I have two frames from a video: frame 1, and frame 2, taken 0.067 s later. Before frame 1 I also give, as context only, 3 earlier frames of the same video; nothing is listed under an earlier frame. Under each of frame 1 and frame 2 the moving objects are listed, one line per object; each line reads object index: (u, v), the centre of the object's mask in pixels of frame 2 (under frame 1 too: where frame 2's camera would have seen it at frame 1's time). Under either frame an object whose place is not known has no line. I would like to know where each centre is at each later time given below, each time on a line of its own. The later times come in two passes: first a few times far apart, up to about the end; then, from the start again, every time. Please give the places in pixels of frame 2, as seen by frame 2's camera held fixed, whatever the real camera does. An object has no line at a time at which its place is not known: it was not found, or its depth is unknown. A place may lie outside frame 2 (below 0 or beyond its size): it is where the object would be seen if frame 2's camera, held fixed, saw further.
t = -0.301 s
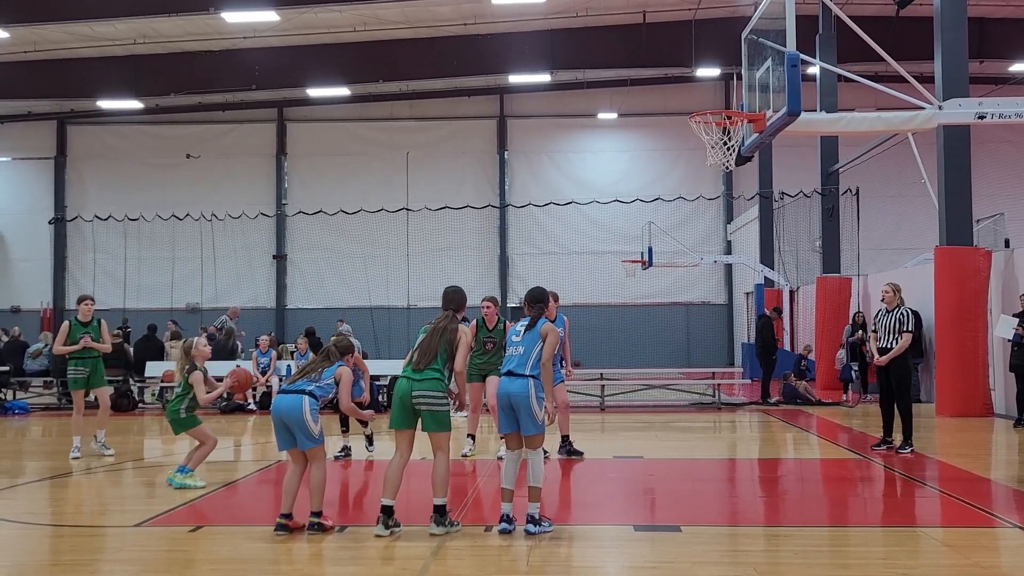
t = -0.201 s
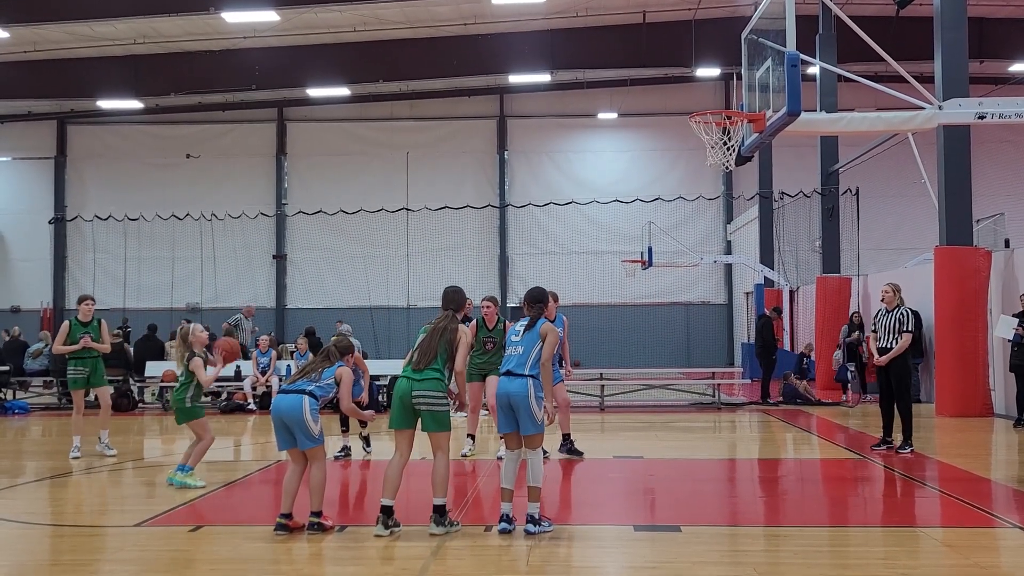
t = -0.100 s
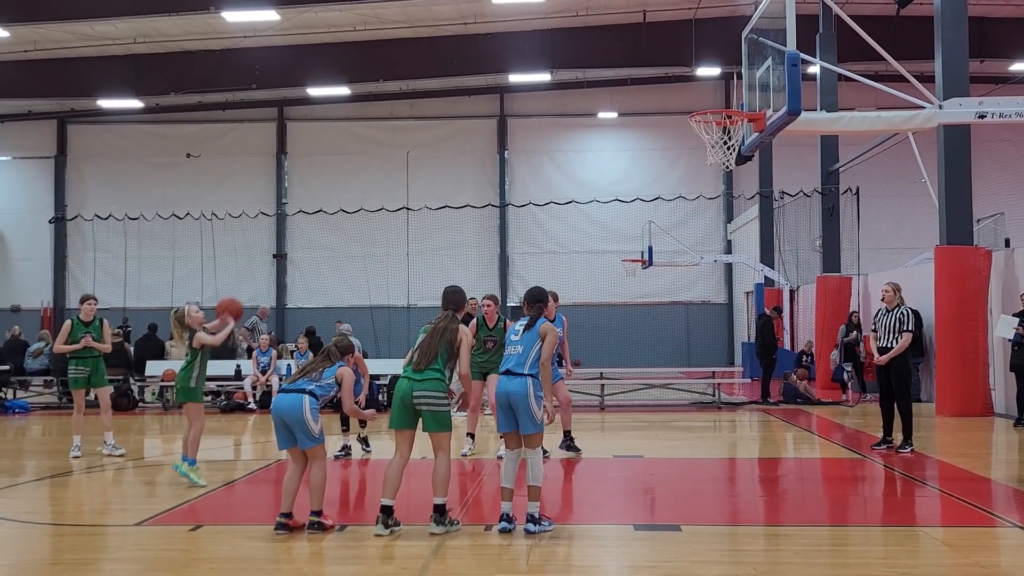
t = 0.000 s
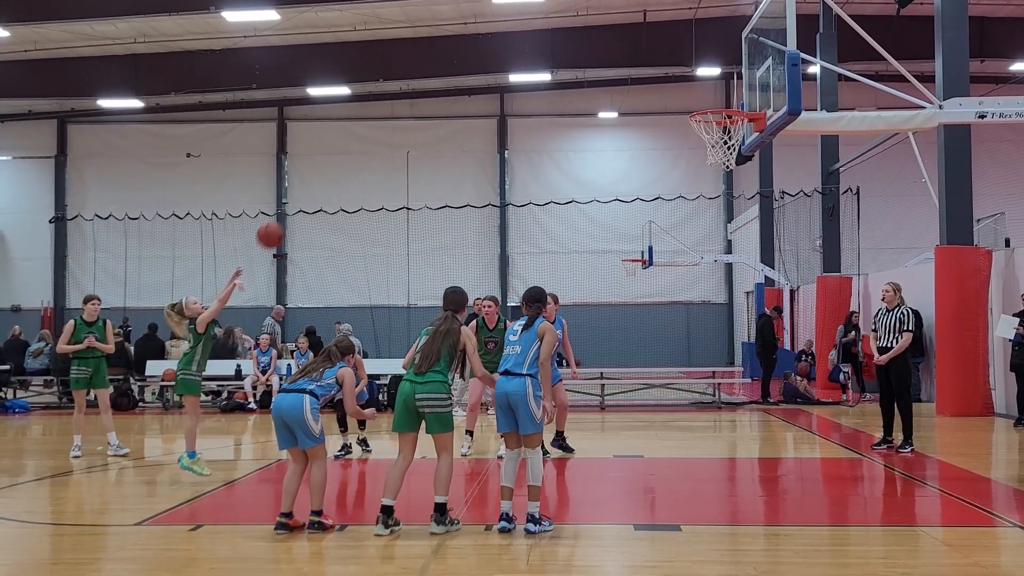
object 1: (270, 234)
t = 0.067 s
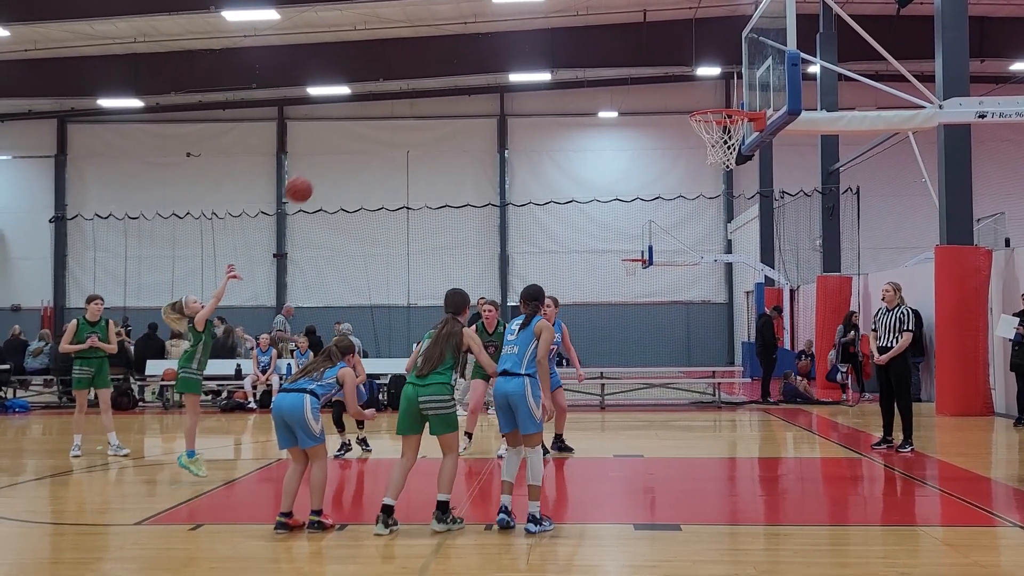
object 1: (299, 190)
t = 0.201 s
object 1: (355, 113)
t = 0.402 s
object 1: (438, 39)
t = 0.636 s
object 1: (534, 10)
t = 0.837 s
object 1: (616, 31)
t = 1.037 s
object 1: (697, 98)
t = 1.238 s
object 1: (749, 161)
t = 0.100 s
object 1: (313, 169)
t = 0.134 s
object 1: (327, 149)
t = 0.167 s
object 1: (341, 130)
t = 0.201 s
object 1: (355, 113)
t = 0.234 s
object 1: (369, 98)
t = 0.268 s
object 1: (383, 84)
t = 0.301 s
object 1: (397, 70)
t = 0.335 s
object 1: (411, 59)
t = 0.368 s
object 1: (424, 48)
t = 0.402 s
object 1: (438, 39)
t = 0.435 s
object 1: (452, 31)
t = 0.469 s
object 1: (465, 24)
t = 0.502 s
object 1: (479, 18)
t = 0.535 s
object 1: (493, 15)
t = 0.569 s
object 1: (506, 12)
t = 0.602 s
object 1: (520, 11)
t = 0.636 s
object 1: (534, 10)
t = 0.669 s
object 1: (548, 11)
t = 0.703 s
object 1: (561, 12)
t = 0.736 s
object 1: (575, 14)
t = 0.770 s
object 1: (588, 19)
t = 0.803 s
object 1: (602, 25)
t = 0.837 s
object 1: (616, 31)
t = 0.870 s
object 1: (629, 39)
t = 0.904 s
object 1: (643, 49)
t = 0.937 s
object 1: (656, 59)
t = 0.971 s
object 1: (670, 71)
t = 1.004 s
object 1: (684, 85)
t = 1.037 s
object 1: (697, 98)
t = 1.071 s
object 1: (712, 114)
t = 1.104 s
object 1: (723, 131)
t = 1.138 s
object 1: (736, 146)
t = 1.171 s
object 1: (740, 156)
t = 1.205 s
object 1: (745, 155)
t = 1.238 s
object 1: (749, 161)
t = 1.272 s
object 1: (752, 168)
